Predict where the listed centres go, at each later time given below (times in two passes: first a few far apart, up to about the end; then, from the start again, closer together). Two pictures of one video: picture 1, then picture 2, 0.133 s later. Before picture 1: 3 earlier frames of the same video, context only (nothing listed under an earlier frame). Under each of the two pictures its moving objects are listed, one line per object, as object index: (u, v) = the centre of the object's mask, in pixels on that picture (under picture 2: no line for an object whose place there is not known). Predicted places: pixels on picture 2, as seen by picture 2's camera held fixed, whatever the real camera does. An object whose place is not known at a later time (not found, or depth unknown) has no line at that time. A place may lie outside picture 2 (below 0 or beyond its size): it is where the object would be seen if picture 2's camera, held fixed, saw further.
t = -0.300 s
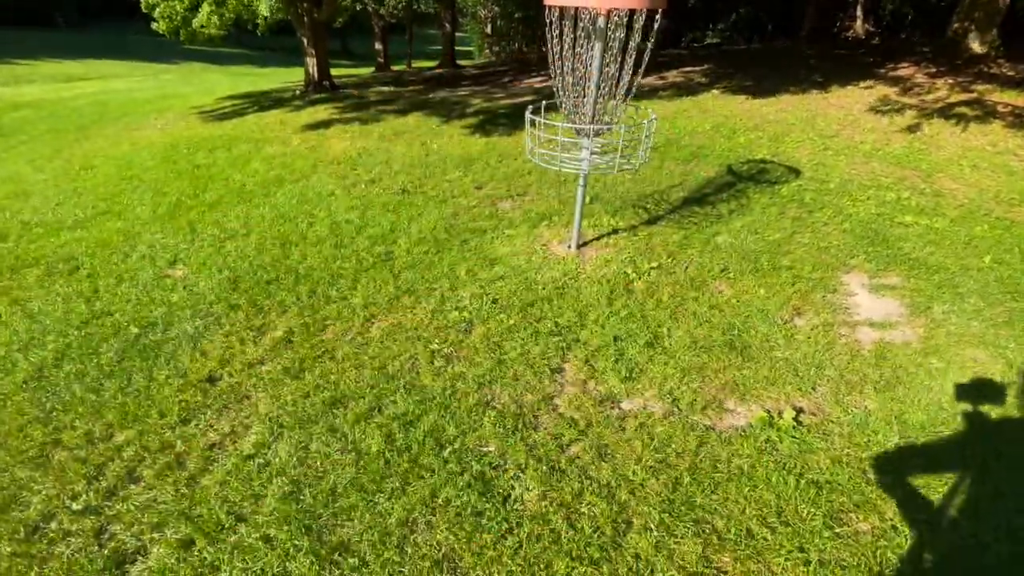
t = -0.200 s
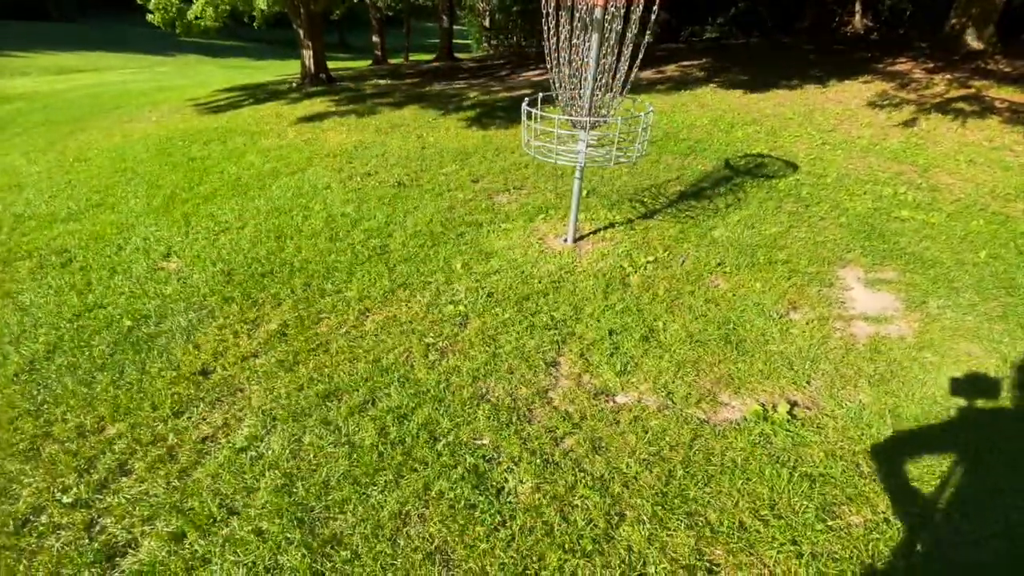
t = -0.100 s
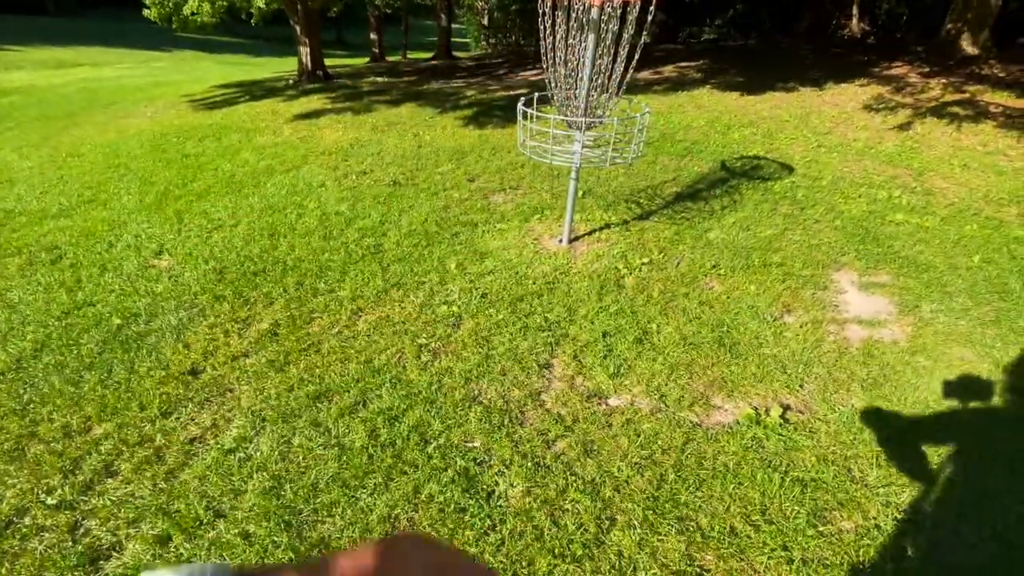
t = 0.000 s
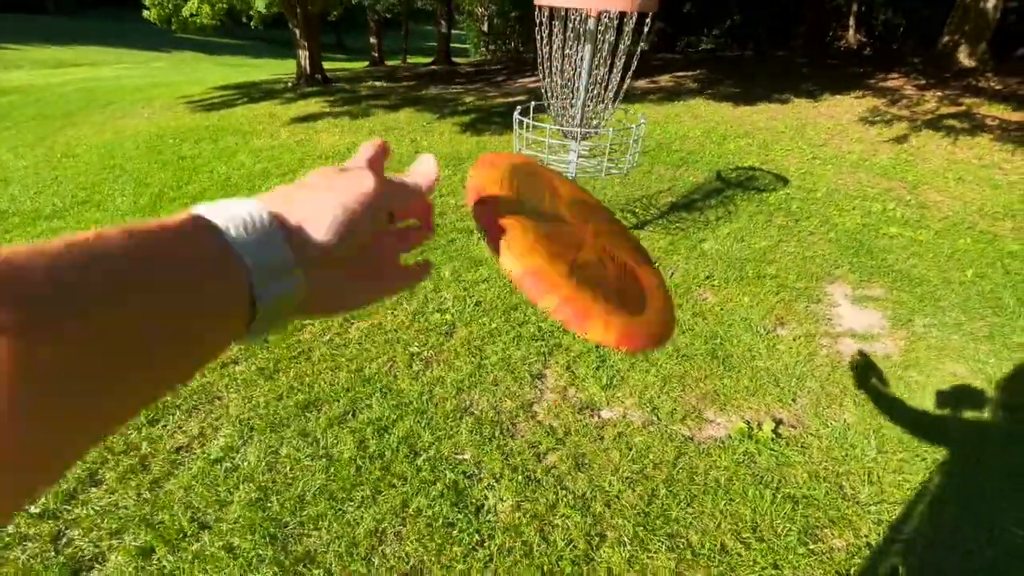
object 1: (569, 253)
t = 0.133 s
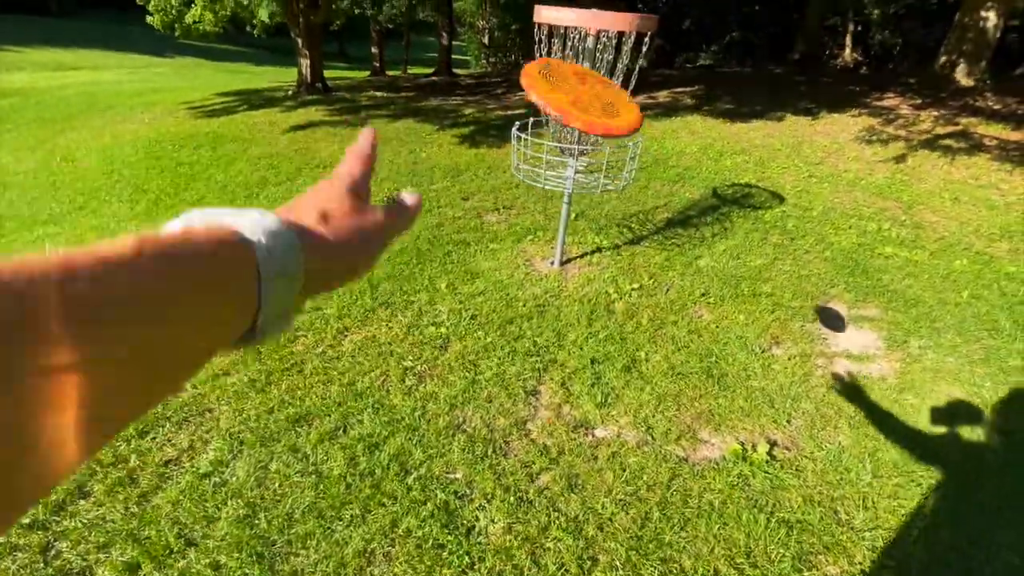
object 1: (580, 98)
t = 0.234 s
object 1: (580, 96)
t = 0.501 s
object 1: (577, 182)
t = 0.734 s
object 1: (599, 288)
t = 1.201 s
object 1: (553, 312)
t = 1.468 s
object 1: (548, 319)
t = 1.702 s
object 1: (548, 319)
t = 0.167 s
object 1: (580, 92)
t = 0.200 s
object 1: (580, 92)
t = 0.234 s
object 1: (580, 96)
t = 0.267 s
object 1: (581, 106)
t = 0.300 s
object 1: (579, 115)
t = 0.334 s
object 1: (579, 126)
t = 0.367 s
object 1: (577, 136)
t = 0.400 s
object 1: (576, 146)
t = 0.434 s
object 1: (576, 159)
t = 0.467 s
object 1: (575, 171)
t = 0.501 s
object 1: (577, 182)
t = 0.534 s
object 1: (579, 196)
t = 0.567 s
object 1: (585, 218)
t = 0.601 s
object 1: (590, 241)
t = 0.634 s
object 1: (592, 264)
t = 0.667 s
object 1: (600, 287)
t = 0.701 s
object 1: (602, 296)
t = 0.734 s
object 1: (599, 288)
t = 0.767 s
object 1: (601, 286)
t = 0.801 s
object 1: (597, 282)
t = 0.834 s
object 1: (594, 282)
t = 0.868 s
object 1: (592, 281)
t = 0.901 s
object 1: (587, 284)
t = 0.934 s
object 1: (583, 289)
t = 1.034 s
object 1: (571, 301)
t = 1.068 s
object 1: (568, 300)
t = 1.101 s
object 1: (564, 300)
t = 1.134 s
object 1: (560, 302)
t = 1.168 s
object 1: (556, 306)
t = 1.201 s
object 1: (553, 312)
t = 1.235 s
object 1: (550, 317)
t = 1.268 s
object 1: (549, 318)
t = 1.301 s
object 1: (549, 317)
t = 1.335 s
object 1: (549, 317)
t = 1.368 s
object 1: (549, 318)
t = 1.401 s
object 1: (548, 318)
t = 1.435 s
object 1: (548, 319)
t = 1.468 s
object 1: (548, 319)
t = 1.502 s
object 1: (548, 318)
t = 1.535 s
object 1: (548, 318)
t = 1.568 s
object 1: (548, 319)
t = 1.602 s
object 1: (548, 319)
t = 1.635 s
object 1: (548, 319)
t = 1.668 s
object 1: (548, 319)
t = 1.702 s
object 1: (548, 319)
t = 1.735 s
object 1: (547, 319)
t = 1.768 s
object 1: (547, 319)
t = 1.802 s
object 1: (547, 319)
